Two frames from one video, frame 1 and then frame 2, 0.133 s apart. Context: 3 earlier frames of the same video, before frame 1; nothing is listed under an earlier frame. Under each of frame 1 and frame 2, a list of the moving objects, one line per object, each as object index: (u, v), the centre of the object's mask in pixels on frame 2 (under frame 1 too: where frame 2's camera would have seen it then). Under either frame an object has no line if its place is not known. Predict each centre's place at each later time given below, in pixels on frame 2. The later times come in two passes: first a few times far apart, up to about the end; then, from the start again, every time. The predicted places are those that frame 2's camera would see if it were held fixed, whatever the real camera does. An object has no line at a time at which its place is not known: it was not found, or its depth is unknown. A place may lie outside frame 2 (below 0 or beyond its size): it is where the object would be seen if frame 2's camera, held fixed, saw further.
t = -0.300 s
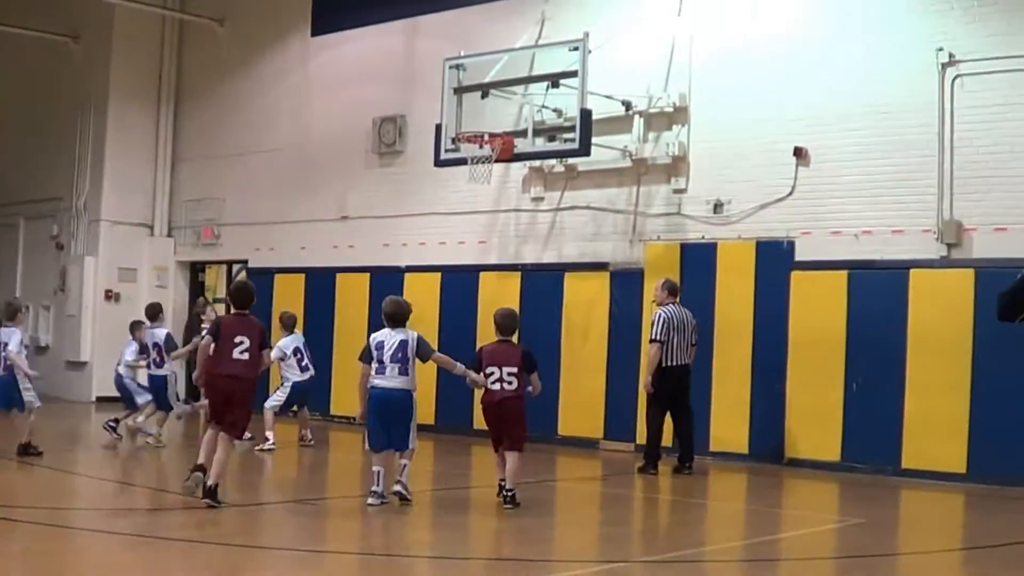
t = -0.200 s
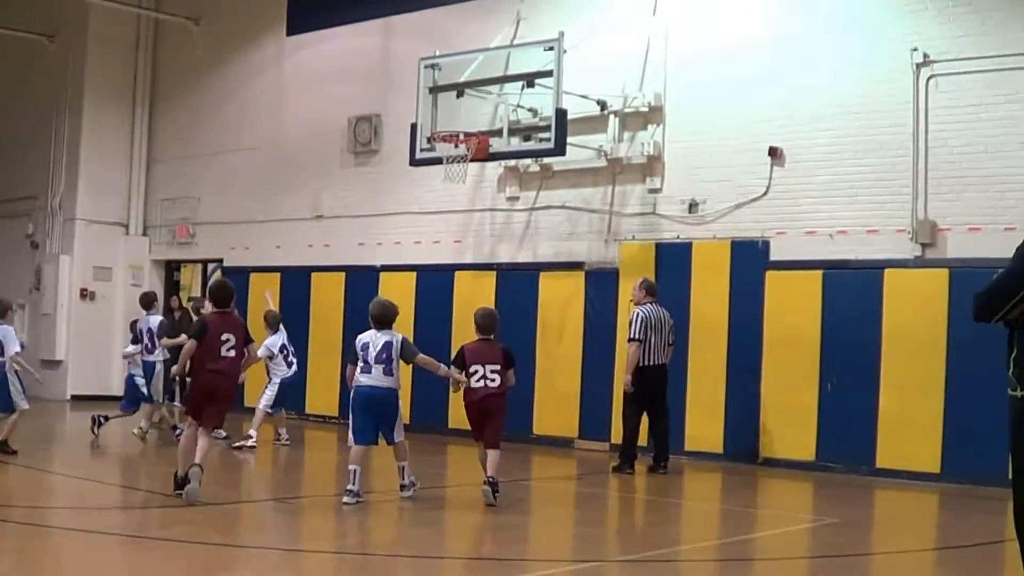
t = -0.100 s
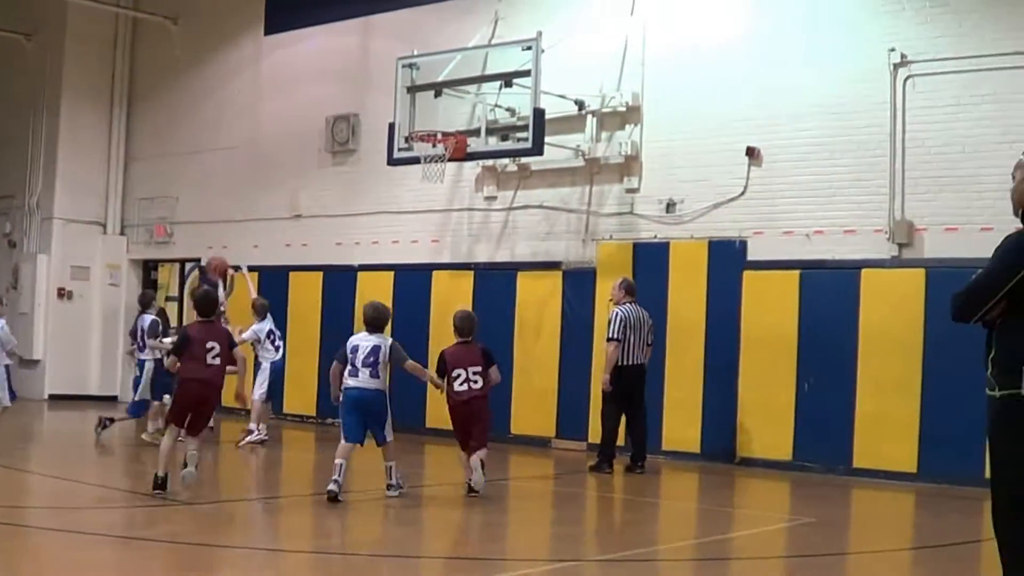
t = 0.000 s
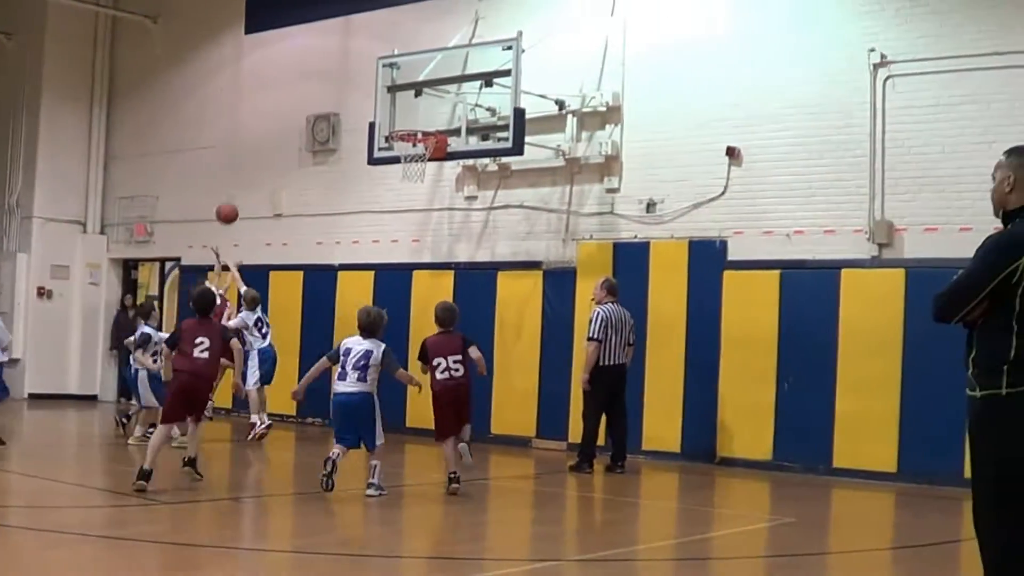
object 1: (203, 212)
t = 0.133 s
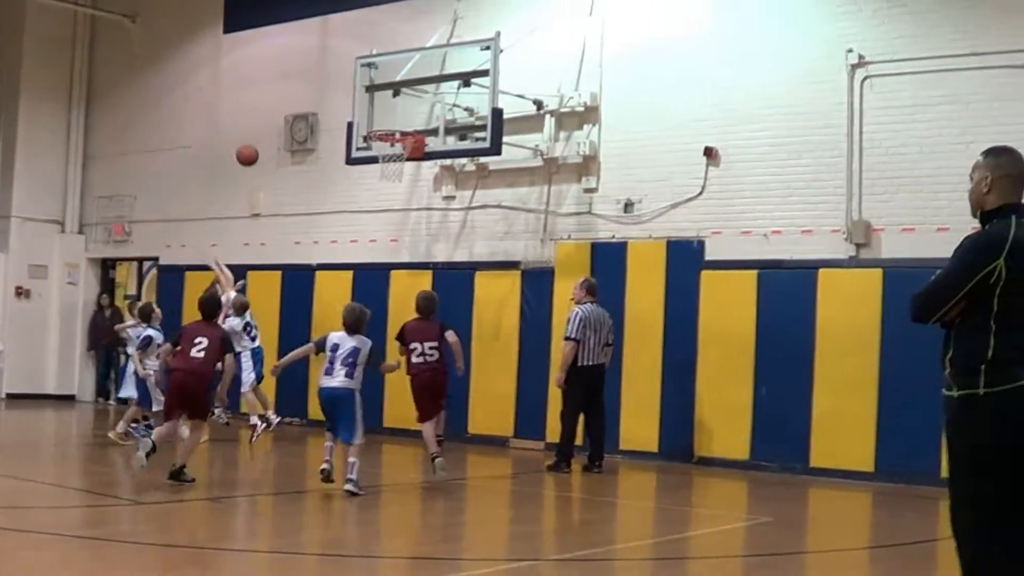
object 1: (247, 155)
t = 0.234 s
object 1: (278, 124)
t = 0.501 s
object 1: (360, 88)
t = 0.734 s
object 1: (385, 106)
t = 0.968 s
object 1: (386, 163)
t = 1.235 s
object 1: (392, 247)
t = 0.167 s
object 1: (257, 144)
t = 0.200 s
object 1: (268, 133)
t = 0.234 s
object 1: (278, 124)
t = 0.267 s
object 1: (289, 116)
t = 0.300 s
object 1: (300, 109)
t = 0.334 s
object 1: (310, 103)
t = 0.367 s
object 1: (321, 98)
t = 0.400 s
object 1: (331, 94)
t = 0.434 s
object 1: (341, 91)
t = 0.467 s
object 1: (350, 89)
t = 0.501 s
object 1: (360, 88)
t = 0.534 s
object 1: (370, 89)
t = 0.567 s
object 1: (379, 90)
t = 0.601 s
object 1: (387, 92)
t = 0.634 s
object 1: (387, 93)
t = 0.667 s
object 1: (385, 96)
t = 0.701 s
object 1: (386, 101)
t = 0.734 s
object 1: (385, 106)
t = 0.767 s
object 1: (385, 112)
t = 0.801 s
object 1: (385, 120)
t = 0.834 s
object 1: (384, 125)
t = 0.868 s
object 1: (384, 139)
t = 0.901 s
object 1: (384, 148)
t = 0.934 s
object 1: (385, 157)
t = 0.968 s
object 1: (386, 163)
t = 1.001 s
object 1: (387, 170)
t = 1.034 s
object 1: (388, 177)
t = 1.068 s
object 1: (389, 186)
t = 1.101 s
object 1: (389, 196)
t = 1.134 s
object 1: (390, 207)
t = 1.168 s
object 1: (391, 219)
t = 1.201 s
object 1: (391, 232)
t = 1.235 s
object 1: (392, 247)
